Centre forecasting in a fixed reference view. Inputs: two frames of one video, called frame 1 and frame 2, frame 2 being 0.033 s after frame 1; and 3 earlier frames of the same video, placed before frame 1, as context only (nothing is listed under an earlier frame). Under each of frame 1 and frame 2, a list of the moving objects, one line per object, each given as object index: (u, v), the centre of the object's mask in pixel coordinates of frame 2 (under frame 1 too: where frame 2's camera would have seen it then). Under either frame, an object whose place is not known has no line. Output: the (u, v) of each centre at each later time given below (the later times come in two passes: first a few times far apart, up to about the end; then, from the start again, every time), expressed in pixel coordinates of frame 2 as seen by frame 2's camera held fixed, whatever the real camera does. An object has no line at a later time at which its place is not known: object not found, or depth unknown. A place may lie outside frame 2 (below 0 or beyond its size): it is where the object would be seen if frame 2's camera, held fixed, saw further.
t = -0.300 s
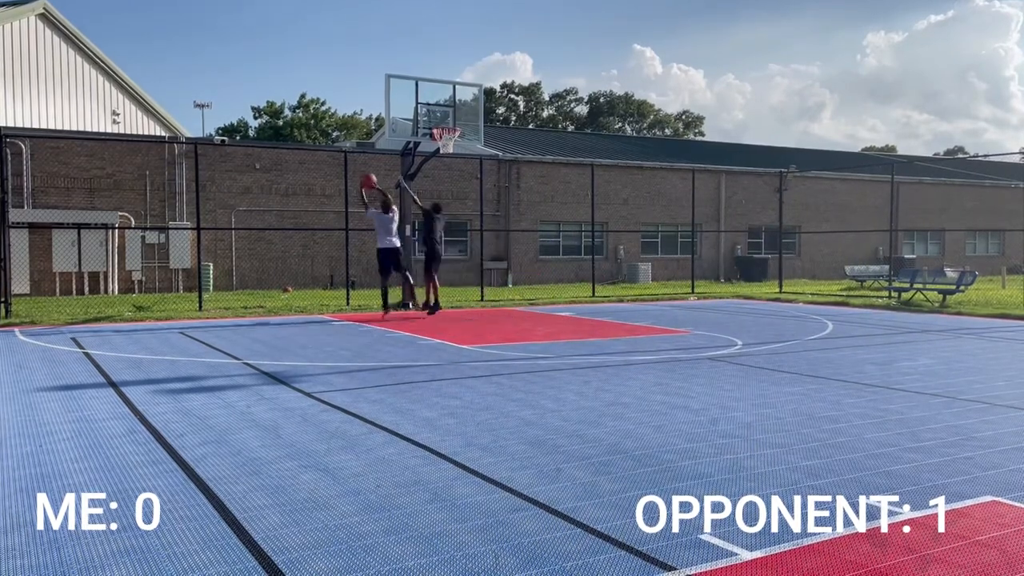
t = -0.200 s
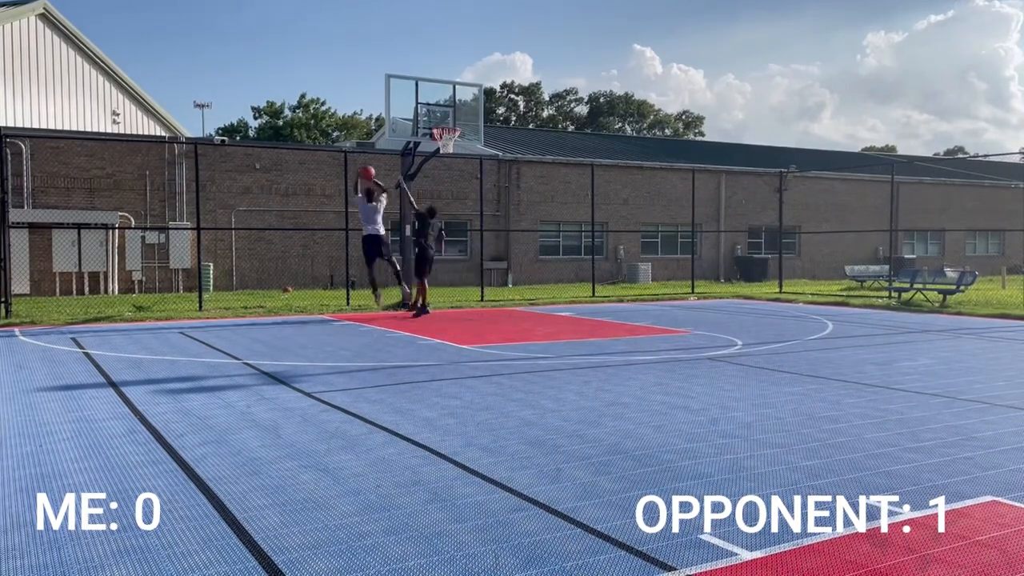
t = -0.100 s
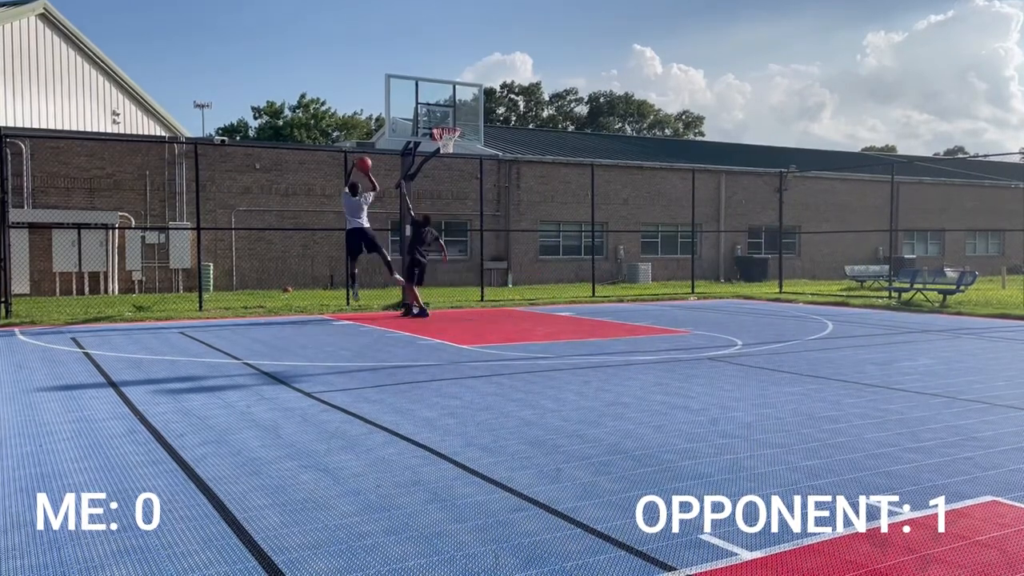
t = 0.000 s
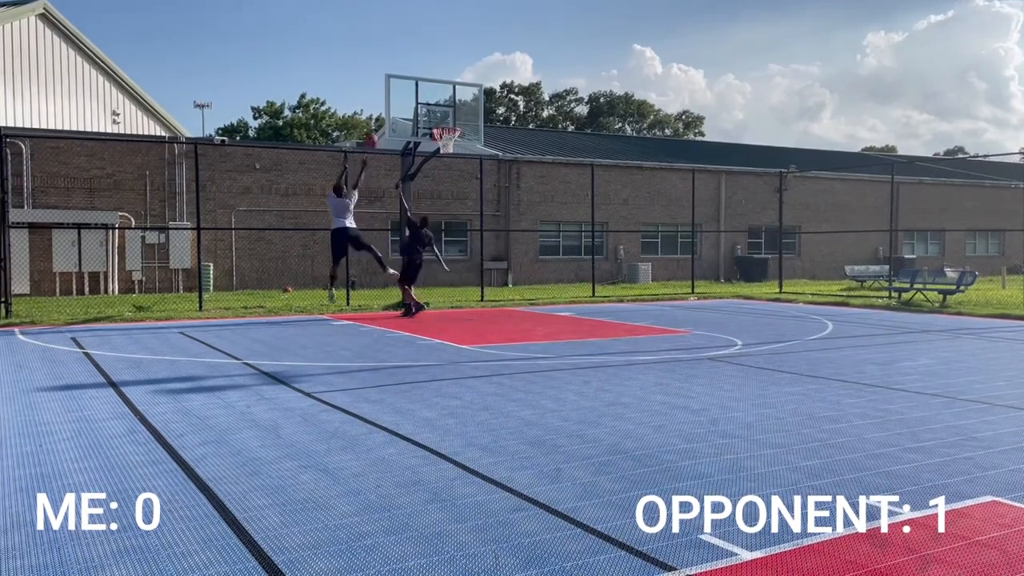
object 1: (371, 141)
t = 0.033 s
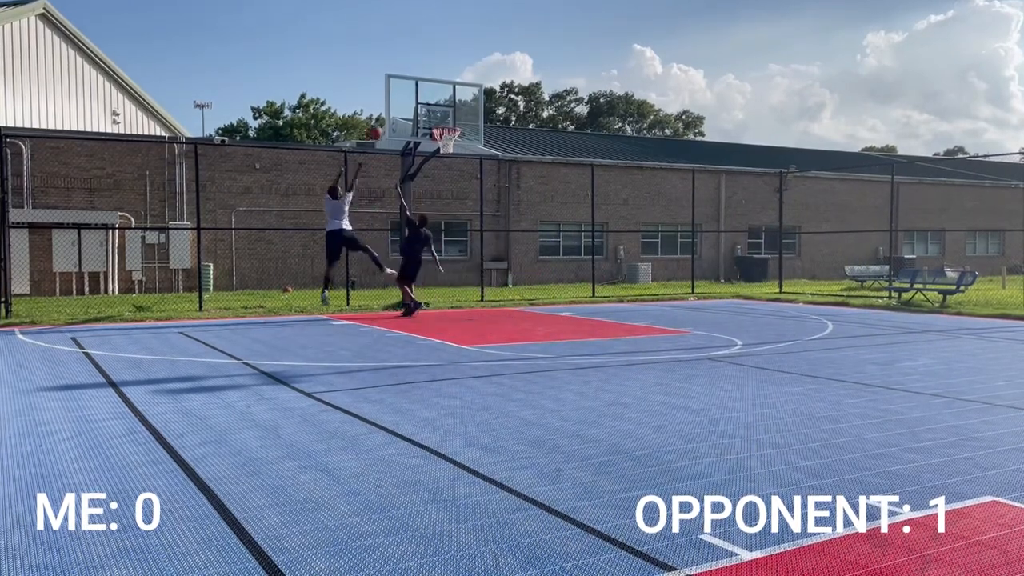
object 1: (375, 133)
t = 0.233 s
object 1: (398, 97)
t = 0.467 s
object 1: (424, 88)
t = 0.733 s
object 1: (449, 113)
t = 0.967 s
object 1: (443, 124)
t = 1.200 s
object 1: (452, 121)
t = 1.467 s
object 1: (459, 142)
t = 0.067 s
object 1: (378, 125)
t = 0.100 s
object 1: (381, 118)
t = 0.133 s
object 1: (386, 111)
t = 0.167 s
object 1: (390, 106)
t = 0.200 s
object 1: (394, 101)
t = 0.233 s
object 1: (398, 97)
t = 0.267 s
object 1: (401, 94)
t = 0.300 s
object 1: (405, 92)
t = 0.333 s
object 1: (409, 90)
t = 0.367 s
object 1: (413, 88)
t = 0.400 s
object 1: (417, 88)
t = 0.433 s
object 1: (420, 88)
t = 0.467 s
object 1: (424, 88)
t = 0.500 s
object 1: (427, 89)
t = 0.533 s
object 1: (430, 91)
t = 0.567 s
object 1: (433, 93)
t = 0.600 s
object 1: (436, 96)
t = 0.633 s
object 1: (439, 98)
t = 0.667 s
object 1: (442, 103)
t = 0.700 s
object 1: (446, 109)
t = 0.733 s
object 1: (449, 113)
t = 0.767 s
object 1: (452, 119)
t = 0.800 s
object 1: (455, 124)
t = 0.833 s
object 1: (451, 124)
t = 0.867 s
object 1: (445, 124)
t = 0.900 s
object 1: (441, 125)
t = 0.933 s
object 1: (441, 124)
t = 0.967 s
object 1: (443, 124)
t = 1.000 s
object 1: (445, 123)
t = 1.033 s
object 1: (448, 122)
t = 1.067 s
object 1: (448, 122)
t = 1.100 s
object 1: (449, 122)
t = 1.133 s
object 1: (451, 122)
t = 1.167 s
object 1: (452, 121)
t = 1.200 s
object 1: (452, 121)
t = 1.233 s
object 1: (453, 121)
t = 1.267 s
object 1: (453, 122)
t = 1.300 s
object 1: (454, 123)
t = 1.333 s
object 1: (454, 124)
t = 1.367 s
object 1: (457, 126)
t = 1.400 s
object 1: (460, 135)
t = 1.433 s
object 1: (459, 138)
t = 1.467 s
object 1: (459, 142)
